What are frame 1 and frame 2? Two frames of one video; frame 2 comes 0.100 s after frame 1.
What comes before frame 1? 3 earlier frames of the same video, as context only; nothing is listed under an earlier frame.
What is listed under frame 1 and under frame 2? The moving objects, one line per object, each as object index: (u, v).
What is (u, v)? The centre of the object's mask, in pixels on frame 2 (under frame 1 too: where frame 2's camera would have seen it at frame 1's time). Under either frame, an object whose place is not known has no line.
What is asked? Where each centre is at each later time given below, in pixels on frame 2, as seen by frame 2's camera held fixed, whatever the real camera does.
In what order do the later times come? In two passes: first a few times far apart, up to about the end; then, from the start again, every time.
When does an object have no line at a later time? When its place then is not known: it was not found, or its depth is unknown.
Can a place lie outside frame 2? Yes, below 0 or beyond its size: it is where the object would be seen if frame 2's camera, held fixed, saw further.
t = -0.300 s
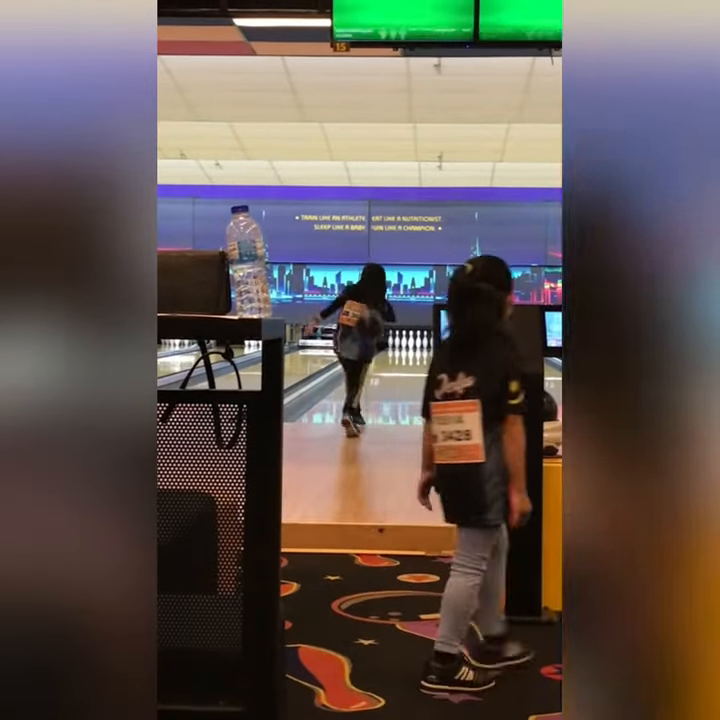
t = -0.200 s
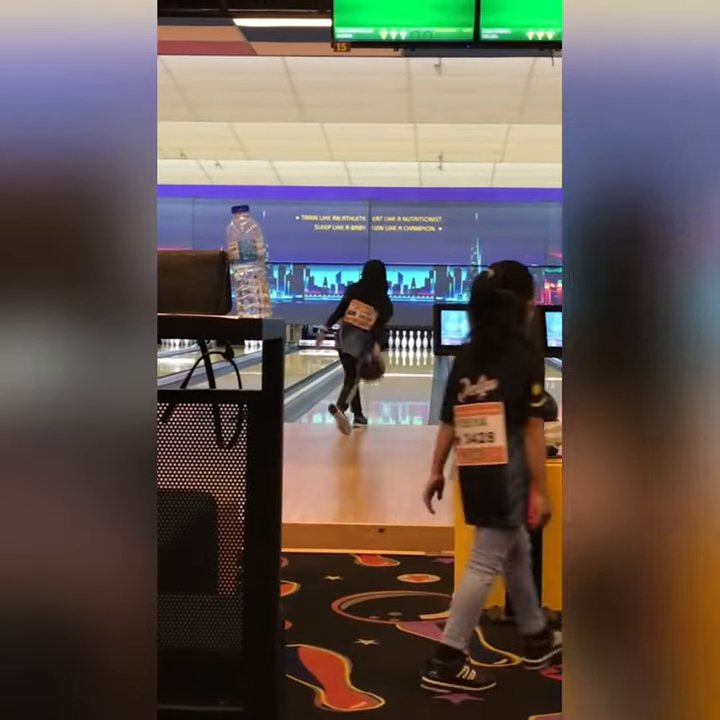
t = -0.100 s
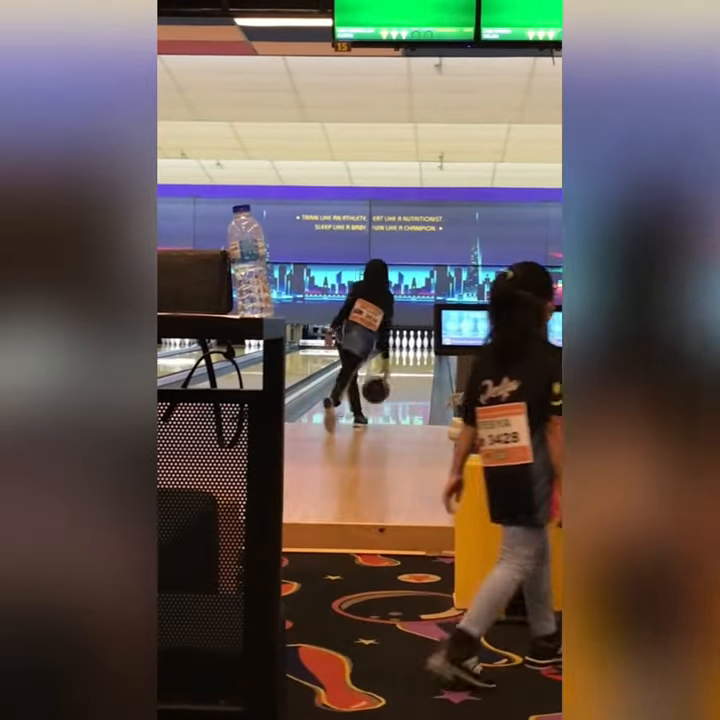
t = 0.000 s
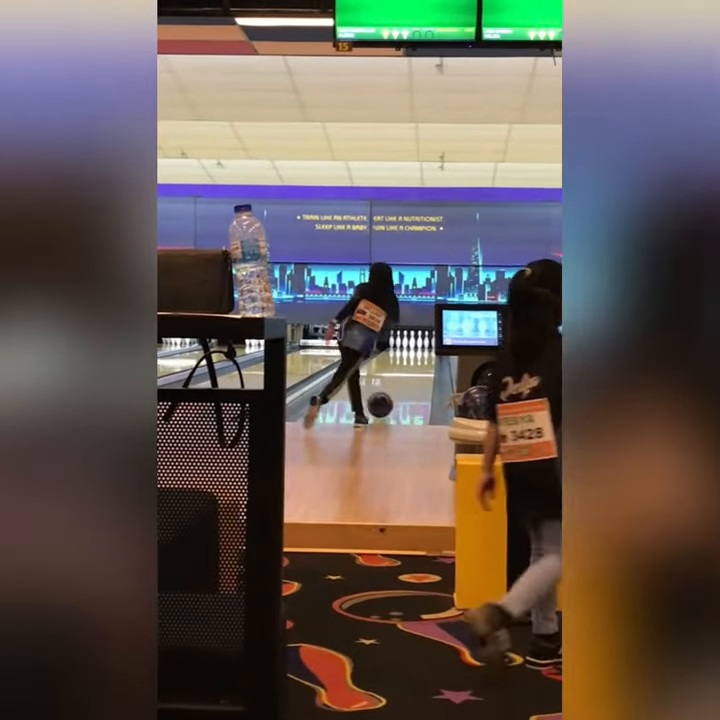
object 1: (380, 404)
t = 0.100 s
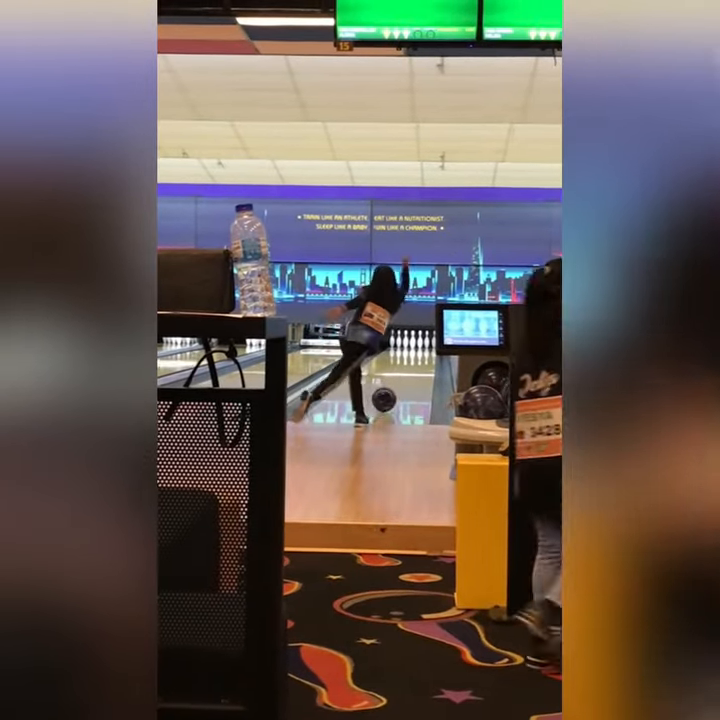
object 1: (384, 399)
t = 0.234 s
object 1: (388, 393)
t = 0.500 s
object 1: (395, 382)
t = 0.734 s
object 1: (399, 375)
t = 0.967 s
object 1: (403, 369)
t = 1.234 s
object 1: (406, 363)
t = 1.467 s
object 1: (408, 359)
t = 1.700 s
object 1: (410, 355)
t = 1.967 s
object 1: (411, 352)
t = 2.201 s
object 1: (412, 349)
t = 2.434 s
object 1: (412, 348)
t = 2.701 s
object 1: (410, 346)
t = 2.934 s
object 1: (406, 345)
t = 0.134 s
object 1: (385, 399)
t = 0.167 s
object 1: (386, 396)
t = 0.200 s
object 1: (387, 394)
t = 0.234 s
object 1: (388, 393)
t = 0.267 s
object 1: (389, 391)
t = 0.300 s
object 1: (390, 390)
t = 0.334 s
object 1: (391, 388)
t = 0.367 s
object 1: (391, 387)
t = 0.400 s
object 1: (392, 386)
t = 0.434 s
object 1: (393, 385)
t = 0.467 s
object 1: (394, 383)
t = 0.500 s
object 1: (395, 382)
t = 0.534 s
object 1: (395, 381)
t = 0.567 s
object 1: (396, 380)
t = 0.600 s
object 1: (397, 379)
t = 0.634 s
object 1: (398, 378)
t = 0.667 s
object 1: (398, 376)
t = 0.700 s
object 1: (398, 376)
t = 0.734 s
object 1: (399, 375)
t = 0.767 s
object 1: (400, 374)
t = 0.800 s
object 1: (400, 373)
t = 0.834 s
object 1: (401, 372)
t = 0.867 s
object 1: (401, 371)
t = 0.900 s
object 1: (402, 370)
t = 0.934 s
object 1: (402, 370)
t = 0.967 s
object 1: (403, 369)
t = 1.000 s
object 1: (403, 368)
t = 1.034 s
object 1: (403, 367)
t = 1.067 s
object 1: (404, 367)
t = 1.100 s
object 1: (404, 366)
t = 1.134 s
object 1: (405, 366)
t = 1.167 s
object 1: (405, 365)
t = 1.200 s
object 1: (405, 364)
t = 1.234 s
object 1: (406, 363)
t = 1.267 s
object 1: (406, 362)
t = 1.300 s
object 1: (407, 362)
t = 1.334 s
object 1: (407, 361)
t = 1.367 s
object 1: (407, 360)
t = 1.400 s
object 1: (407, 360)
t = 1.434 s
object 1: (408, 360)
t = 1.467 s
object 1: (408, 359)
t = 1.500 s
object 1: (408, 358)
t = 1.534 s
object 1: (409, 358)
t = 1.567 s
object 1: (409, 357)
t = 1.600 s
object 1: (409, 357)
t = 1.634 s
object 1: (409, 356)
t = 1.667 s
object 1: (409, 356)
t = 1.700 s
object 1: (410, 355)
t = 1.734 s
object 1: (410, 355)
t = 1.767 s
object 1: (410, 355)
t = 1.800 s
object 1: (410, 354)
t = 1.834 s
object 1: (411, 354)
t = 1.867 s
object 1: (411, 354)
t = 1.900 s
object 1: (411, 353)
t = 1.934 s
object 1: (411, 353)
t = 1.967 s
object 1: (411, 352)
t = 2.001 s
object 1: (411, 351)
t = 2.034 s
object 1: (411, 352)
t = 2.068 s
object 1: (412, 351)
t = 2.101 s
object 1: (412, 351)
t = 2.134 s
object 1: (412, 350)
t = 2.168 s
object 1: (412, 350)
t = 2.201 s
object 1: (412, 349)
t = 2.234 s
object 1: (412, 349)
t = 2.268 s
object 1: (412, 349)
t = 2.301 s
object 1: (412, 349)
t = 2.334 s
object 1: (412, 348)
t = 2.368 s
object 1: (412, 348)
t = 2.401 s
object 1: (412, 348)
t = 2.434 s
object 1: (412, 348)
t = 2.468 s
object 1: (412, 348)
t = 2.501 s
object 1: (412, 348)
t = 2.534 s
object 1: (412, 347)
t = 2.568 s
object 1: (412, 347)
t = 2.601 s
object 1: (412, 347)
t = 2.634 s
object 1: (411, 347)
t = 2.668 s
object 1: (410, 346)
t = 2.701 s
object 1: (410, 346)
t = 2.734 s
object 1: (409, 346)
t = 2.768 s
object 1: (408, 346)
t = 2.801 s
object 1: (408, 345)
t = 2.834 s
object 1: (407, 345)
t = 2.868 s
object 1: (406, 345)
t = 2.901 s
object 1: (406, 345)
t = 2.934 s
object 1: (406, 345)
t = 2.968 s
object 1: (406, 345)
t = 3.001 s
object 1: (406, 345)
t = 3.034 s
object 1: (405, 345)
